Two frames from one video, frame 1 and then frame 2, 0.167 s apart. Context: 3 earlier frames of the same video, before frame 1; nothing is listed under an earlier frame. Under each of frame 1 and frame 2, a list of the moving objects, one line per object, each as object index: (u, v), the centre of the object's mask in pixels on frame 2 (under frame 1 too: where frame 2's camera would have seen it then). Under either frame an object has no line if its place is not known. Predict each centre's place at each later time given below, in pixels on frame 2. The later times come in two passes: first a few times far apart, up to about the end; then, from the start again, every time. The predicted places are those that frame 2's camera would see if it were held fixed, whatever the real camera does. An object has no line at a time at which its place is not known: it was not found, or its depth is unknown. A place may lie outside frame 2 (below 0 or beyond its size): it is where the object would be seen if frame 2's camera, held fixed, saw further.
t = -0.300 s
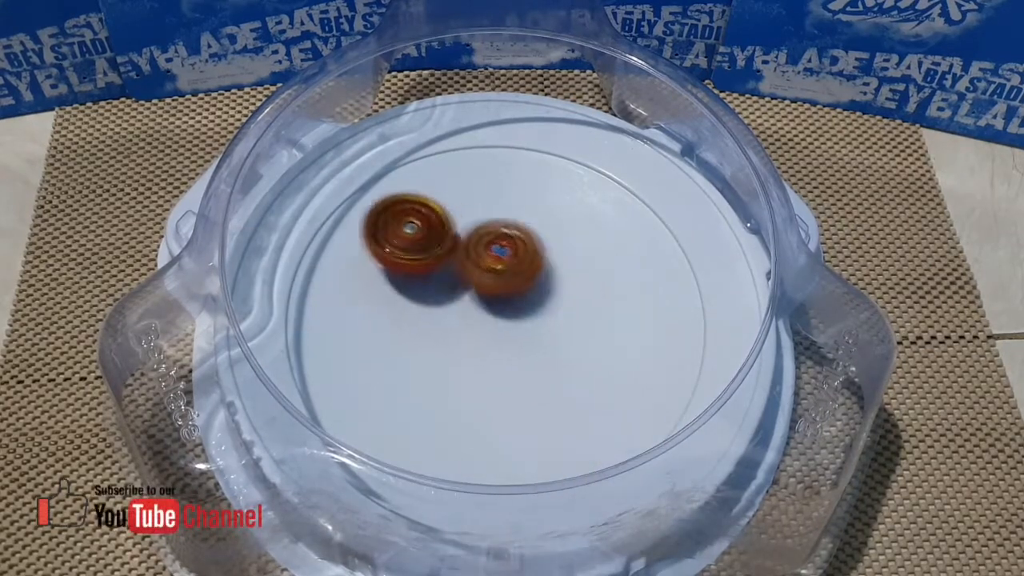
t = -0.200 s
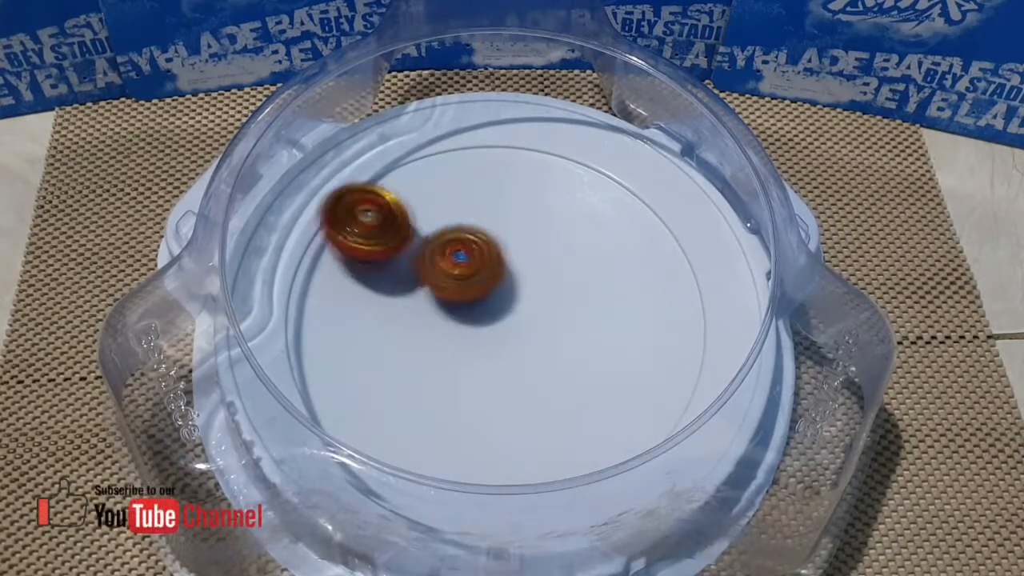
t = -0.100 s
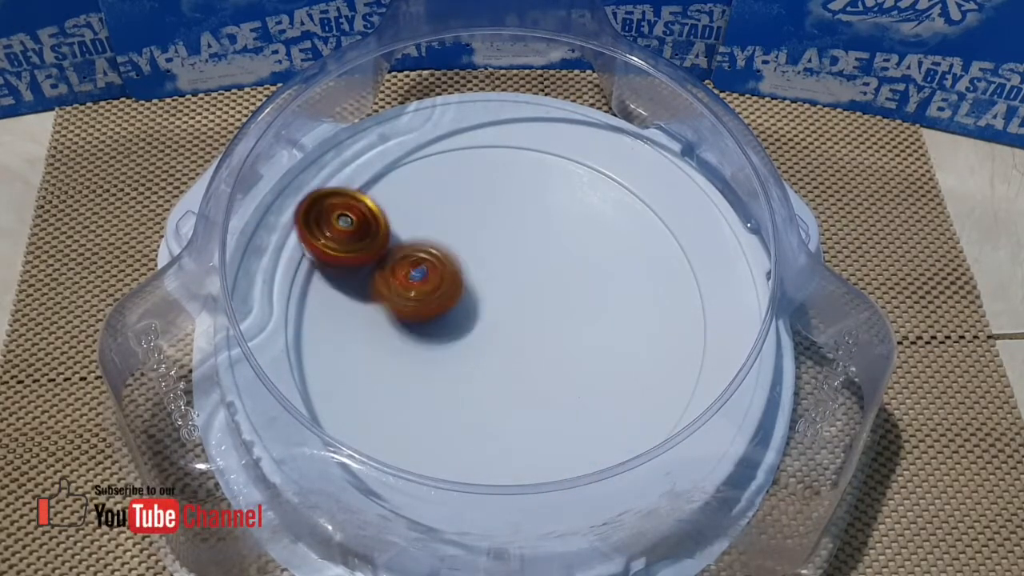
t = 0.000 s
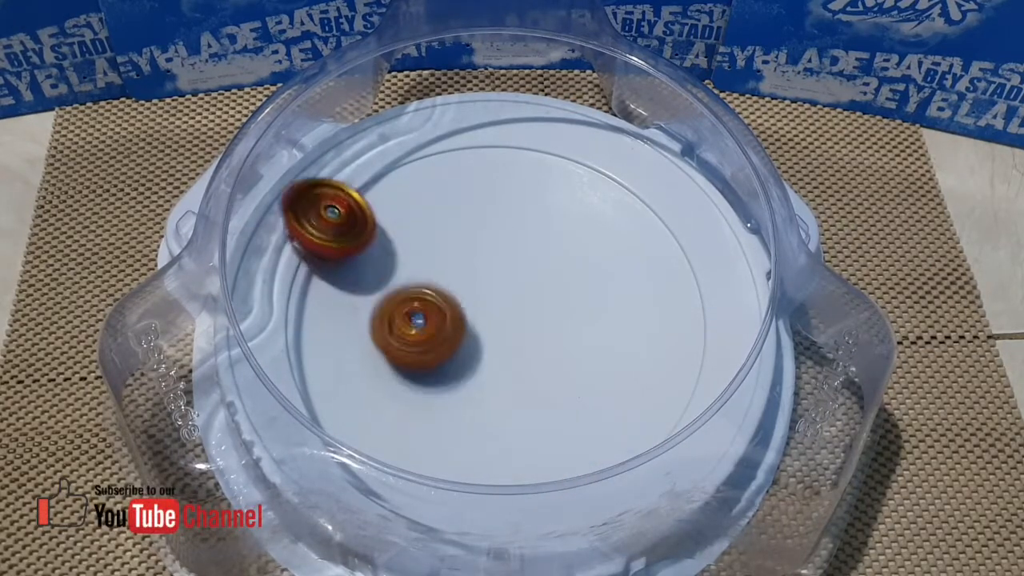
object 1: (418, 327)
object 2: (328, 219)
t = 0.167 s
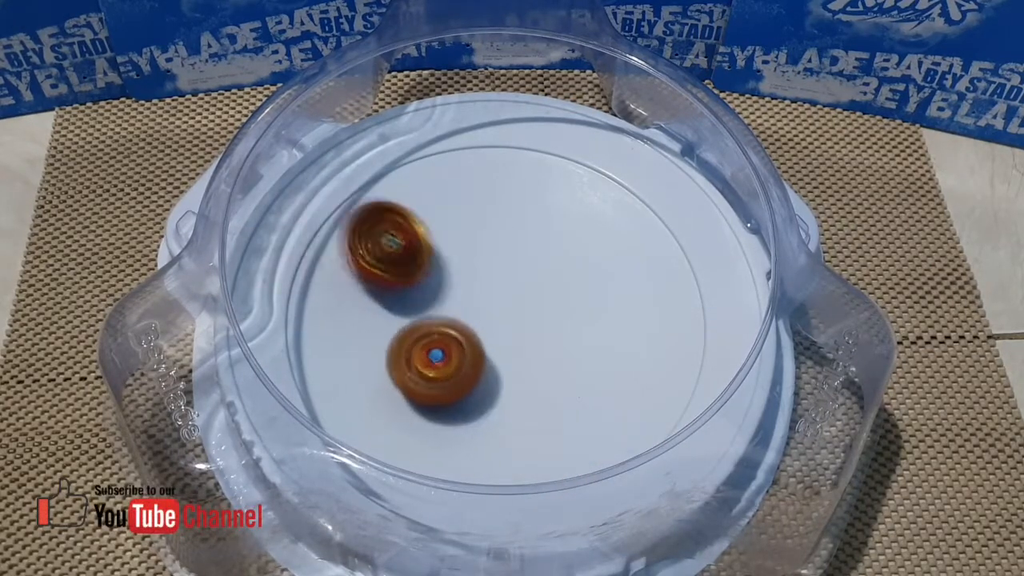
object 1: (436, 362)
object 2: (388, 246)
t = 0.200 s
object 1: (441, 365)
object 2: (408, 254)
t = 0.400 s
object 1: (472, 374)
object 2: (540, 276)
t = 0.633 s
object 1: (517, 359)
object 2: (636, 251)
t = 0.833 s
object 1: (550, 320)
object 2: (634, 262)
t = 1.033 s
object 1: (451, 287)
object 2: (661, 289)
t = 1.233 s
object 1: (444, 283)
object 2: (533, 348)
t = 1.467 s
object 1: (457, 285)
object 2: (394, 350)
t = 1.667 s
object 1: (493, 304)
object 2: (398, 318)
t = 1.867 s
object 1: (574, 310)
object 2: (446, 310)
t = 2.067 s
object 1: (600, 299)
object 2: (488, 313)
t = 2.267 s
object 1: (591, 293)
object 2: (499, 316)
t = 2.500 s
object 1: (572, 289)
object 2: (454, 299)
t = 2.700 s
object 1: (523, 286)
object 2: (416, 296)
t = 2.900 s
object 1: (508, 289)
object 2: (407, 286)
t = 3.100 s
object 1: (520, 303)
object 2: (410, 267)
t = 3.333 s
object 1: (526, 326)
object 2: (457, 250)
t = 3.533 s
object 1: (513, 353)
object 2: (500, 263)
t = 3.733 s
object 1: (476, 370)
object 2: (543, 254)
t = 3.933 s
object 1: (458, 348)
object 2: (550, 282)
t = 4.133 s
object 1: (443, 297)
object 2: (546, 313)
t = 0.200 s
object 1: (441, 365)
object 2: (408, 254)
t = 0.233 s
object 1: (446, 368)
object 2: (430, 261)
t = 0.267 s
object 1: (450, 370)
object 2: (451, 267)
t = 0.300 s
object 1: (456, 372)
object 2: (475, 273)
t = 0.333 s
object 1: (461, 373)
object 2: (497, 275)
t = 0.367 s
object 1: (466, 373)
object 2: (519, 276)
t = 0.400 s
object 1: (472, 374)
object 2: (540, 276)
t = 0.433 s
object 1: (478, 373)
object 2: (559, 275)
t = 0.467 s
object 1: (485, 373)
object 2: (576, 272)
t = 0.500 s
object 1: (491, 371)
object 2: (592, 267)
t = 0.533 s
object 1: (497, 369)
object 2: (606, 263)
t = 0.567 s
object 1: (504, 367)
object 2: (618, 258)
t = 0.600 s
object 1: (511, 363)
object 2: (628, 254)
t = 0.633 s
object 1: (517, 359)
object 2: (636, 251)
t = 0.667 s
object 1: (524, 354)
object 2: (643, 249)
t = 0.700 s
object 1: (530, 349)
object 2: (648, 249)
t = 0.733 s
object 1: (536, 343)
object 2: (649, 250)
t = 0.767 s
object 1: (541, 335)
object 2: (647, 252)
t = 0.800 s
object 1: (546, 327)
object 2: (642, 256)
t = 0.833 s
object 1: (550, 320)
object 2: (634, 262)
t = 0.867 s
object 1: (544, 313)
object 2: (634, 265)
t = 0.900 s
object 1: (520, 309)
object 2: (653, 267)
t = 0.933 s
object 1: (497, 303)
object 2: (669, 265)
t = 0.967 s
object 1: (476, 296)
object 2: (680, 271)
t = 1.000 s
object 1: (460, 290)
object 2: (673, 280)
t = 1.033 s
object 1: (451, 287)
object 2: (661, 289)
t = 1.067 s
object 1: (447, 284)
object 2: (645, 298)
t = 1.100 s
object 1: (447, 283)
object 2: (627, 309)
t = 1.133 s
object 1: (445, 282)
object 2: (607, 319)
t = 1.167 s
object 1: (444, 282)
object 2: (583, 330)
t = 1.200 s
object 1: (444, 282)
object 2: (559, 339)
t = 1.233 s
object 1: (444, 283)
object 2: (533, 348)
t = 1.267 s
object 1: (444, 282)
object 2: (507, 356)
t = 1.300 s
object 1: (445, 281)
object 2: (482, 362)
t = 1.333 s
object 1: (446, 280)
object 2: (458, 367)
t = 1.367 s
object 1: (449, 281)
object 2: (437, 368)
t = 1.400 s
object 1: (452, 283)
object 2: (419, 368)
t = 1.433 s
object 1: (454, 283)
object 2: (406, 357)
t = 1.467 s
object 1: (457, 285)
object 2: (394, 350)
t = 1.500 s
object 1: (460, 288)
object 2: (382, 351)
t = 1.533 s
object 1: (465, 291)
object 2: (379, 341)
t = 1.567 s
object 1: (471, 295)
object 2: (378, 337)
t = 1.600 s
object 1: (477, 298)
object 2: (381, 331)
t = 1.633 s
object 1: (485, 301)
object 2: (388, 324)
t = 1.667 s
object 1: (493, 304)
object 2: (398, 318)
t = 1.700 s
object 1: (504, 308)
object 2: (406, 314)
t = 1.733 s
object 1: (519, 310)
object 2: (412, 311)
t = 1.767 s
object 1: (534, 311)
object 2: (421, 310)
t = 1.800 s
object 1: (548, 312)
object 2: (429, 310)
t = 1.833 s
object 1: (562, 311)
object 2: (437, 310)
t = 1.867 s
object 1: (574, 310)
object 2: (446, 310)
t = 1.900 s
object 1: (584, 307)
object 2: (454, 310)
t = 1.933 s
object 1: (592, 305)
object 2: (461, 310)
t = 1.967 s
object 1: (596, 302)
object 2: (469, 311)
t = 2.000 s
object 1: (599, 301)
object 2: (476, 311)
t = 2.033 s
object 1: (600, 300)
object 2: (482, 312)
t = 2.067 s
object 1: (600, 299)
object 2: (488, 313)
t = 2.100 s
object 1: (600, 297)
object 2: (492, 315)
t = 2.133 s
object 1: (599, 296)
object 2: (495, 316)
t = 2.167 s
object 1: (597, 295)
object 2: (497, 317)
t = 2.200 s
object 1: (595, 295)
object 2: (500, 316)
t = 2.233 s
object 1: (594, 294)
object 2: (500, 316)
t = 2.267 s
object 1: (591, 293)
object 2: (499, 316)
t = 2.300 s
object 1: (590, 292)
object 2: (494, 314)
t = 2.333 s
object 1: (587, 292)
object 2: (489, 312)
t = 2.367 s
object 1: (582, 291)
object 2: (487, 309)
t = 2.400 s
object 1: (577, 290)
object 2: (484, 307)
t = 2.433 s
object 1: (577, 289)
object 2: (474, 302)
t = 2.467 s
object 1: (576, 289)
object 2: (464, 301)
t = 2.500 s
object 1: (572, 289)
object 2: (454, 299)
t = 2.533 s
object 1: (567, 288)
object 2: (442, 300)
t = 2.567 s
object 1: (561, 287)
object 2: (432, 300)
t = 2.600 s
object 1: (554, 287)
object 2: (424, 299)
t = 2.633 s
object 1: (544, 286)
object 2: (419, 298)
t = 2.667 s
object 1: (533, 286)
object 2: (416, 297)
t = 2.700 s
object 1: (523, 286)
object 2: (416, 296)
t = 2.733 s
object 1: (515, 287)
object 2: (414, 295)
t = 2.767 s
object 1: (513, 287)
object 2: (407, 294)
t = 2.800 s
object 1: (511, 287)
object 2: (403, 292)
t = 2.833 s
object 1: (509, 288)
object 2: (403, 289)
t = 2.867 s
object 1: (508, 288)
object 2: (407, 288)
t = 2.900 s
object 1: (508, 289)
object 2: (407, 286)
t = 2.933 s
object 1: (510, 290)
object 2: (407, 283)
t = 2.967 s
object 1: (511, 291)
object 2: (409, 281)
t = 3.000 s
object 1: (516, 296)
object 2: (405, 276)
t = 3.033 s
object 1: (518, 299)
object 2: (405, 273)
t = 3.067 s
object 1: (518, 301)
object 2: (405, 268)
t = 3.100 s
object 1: (520, 303)
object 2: (410, 267)
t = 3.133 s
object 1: (520, 305)
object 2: (416, 265)
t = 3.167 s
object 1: (521, 306)
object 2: (424, 262)
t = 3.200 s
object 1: (520, 307)
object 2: (432, 262)
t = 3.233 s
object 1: (522, 311)
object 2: (439, 259)
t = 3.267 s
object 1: (523, 315)
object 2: (448, 257)
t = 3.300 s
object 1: (524, 320)
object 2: (453, 251)
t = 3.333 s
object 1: (526, 326)
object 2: (457, 250)
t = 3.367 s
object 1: (525, 332)
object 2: (461, 249)
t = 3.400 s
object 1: (524, 337)
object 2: (466, 251)
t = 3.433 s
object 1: (521, 341)
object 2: (473, 253)
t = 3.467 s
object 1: (519, 344)
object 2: (480, 258)
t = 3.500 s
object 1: (516, 347)
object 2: (488, 262)
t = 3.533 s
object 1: (513, 353)
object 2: (500, 263)
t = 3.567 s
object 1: (505, 362)
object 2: (510, 262)
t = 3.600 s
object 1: (498, 366)
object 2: (517, 258)
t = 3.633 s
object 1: (492, 370)
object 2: (524, 256)
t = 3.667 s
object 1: (486, 371)
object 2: (531, 254)
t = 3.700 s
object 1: (481, 372)
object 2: (537, 254)
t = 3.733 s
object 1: (476, 370)
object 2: (543, 254)
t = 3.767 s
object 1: (471, 368)
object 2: (546, 257)
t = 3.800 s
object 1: (467, 365)
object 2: (551, 260)
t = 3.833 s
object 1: (463, 362)
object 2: (553, 264)
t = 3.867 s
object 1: (460, 358)
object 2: (553, 270)
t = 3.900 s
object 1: (458, 354)
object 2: (553, 275)
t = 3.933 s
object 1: (458, 348)
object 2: (550, 282)
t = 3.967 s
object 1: (458, 341)
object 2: (546, 289)
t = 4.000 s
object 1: (456, 333)
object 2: (543, 295)
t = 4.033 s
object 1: (448, 325)
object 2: (547, 302)
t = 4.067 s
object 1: (442, 316)
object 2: (548, 307)
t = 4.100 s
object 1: (441, 306)
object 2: (547, 309)
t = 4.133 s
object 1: (443, 297)
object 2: (546, 313)
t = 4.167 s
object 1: (445, 289)
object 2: (542, 314)
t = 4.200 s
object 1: (447, 280)
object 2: (536, 316)
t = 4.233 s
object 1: (451, 275)
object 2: (532, 316)
